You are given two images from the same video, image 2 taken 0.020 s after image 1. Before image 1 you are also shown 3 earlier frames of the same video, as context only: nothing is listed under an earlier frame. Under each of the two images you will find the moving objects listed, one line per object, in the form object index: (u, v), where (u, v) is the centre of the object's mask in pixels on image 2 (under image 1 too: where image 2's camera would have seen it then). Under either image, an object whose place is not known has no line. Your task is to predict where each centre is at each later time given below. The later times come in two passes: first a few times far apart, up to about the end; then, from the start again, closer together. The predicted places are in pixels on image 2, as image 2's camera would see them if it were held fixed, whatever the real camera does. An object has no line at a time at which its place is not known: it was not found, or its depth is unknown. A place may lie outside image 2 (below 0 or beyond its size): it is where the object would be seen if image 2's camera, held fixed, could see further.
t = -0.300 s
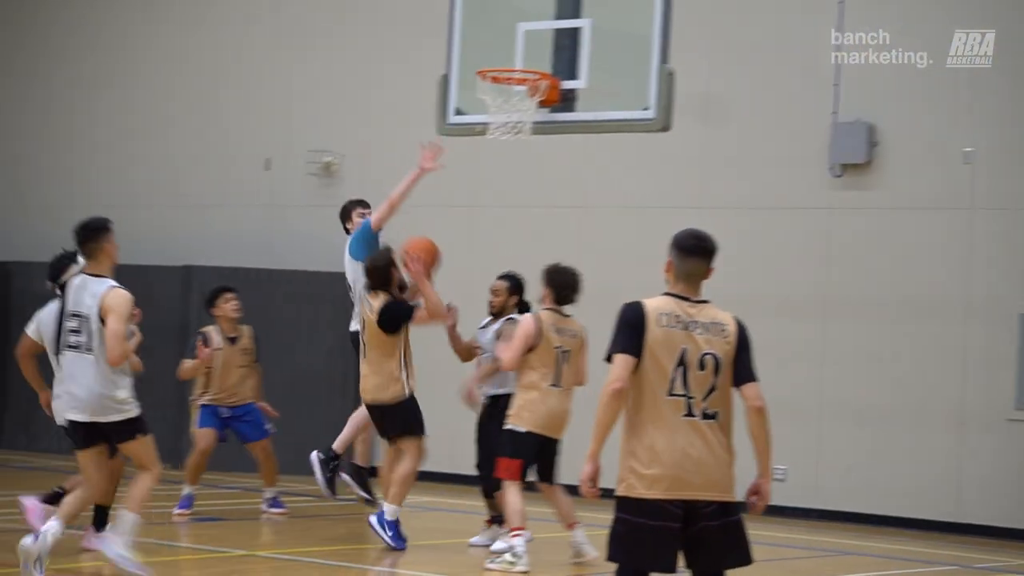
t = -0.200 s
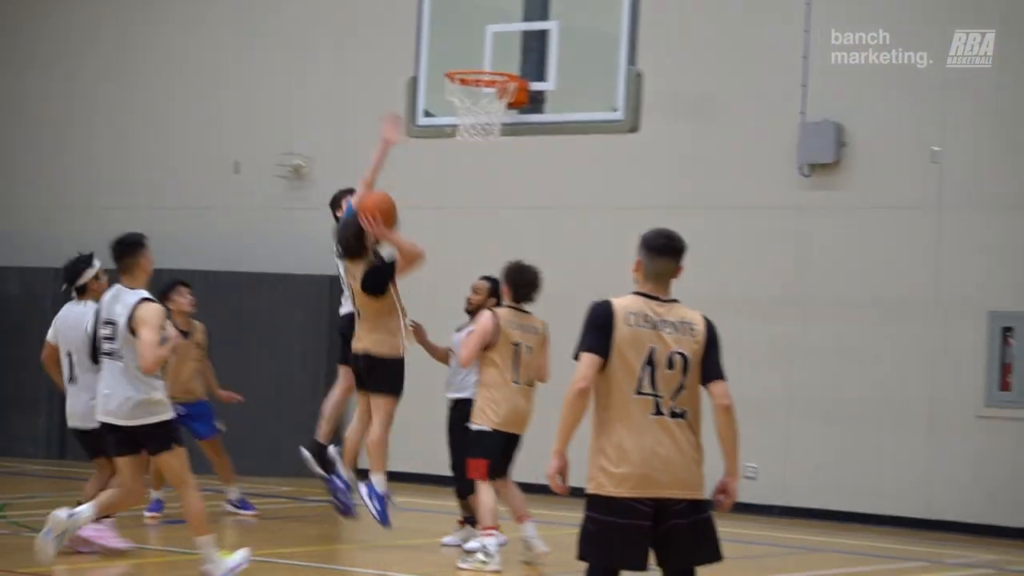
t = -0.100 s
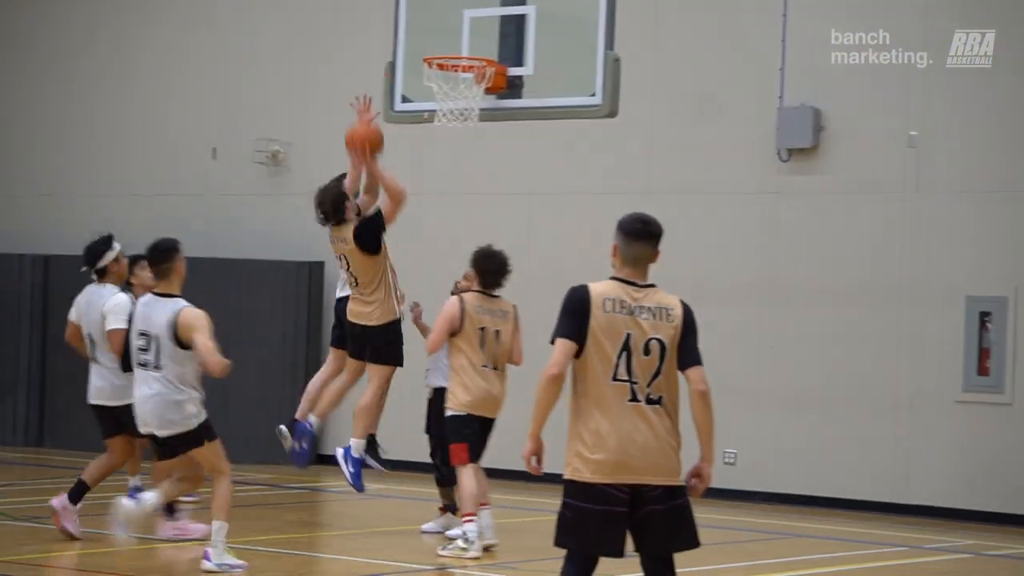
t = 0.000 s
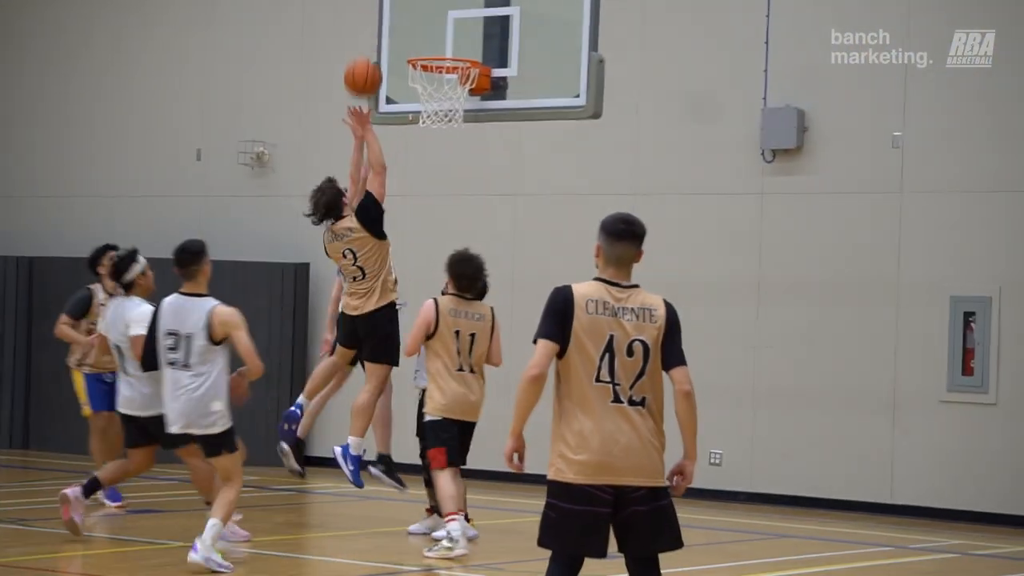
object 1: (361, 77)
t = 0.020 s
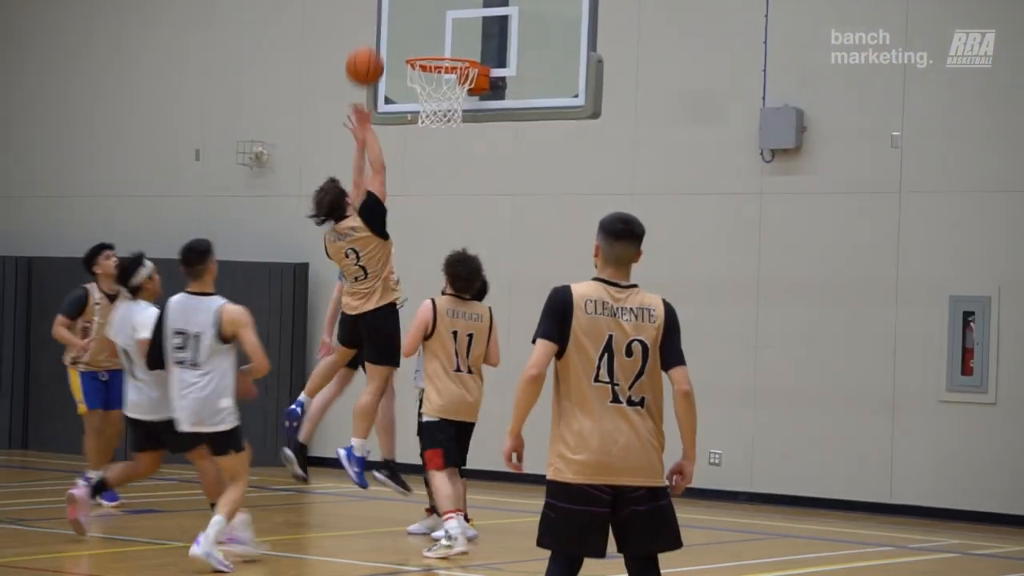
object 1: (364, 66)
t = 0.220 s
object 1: (389, 2)
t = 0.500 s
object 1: (423, 2)
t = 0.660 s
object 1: (438, 45)
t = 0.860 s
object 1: (452, 1)
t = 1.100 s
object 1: (467, 15)
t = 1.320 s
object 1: (478, 31)
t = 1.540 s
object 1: (475, 40)
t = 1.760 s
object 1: (467, 32)
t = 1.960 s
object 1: (455, 68)
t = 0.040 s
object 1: (367, 56)
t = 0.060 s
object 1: (370, 47)
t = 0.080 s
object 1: (374, 38)
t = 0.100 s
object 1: (376, 29)
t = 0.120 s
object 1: (379, 22)
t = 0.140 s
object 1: (381, 15)
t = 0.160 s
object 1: (383, 11)
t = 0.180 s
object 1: (385, 8)
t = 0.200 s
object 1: (388, 5)
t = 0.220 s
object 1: (389, 2)
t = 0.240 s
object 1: (392, 1)
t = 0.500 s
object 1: (423, 2)
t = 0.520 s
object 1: (425, 4)
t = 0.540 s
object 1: (427, 7)
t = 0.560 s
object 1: (429, 12)
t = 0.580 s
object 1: (430, 18)
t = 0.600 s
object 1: (432, 25)
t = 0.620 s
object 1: (434, 33)
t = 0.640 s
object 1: (435, 40)
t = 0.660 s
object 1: (438, 45)
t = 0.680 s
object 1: (439, 43)
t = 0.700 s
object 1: (440, 37)
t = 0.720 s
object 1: (442, 31)
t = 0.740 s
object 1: (443, 24)
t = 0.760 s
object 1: (445, 19)
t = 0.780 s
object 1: (446, 14)
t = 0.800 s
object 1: (448, 10)
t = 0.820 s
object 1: (449, 6)
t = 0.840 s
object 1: (451, 2)
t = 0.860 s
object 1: (452, 1)
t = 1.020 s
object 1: (462, 0)
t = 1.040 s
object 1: (463, 3)
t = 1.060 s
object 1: (465, 7)
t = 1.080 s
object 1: (465, 11)
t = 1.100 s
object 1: (467, 15)
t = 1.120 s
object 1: (469, 21)
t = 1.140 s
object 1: (470, 26)
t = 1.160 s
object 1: (471, 33)
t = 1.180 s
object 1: (473, 39)
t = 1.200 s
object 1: (474, 46)
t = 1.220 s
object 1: (475, 47)
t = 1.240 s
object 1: (477, 44)
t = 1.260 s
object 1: (478, 39)
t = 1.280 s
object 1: (479, 36)
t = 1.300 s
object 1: (478, 33)
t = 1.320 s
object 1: (478, 31)
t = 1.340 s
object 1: (478, 28)
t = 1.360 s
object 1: (478, 26)
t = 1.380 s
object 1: (478, 25)
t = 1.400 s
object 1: (477, 25)
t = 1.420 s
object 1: (477, 25)
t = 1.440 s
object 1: (477, 26)
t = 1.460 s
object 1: (476, 28)
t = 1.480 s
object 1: (476, 30)
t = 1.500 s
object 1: (476, 33)
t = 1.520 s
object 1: (475, 37)
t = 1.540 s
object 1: (475, 40)
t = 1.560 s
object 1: (475, 44)
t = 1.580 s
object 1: (475, 47)
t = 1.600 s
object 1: (474, 44)
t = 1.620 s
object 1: (473, 41)
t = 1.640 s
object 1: (472, 38)
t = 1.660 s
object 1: (471, 36)
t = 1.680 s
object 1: (471, 34)
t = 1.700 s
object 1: (470, 33)
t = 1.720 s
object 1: (469, 32)
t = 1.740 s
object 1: (468, 32)
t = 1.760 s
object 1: (467, 32)
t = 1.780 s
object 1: (466, 33)
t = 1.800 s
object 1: (465, 34)
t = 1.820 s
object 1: (464, 36)
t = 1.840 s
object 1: (463, 38)
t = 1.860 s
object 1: (462, 42)
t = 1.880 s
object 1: (461, 44)
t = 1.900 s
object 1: (460, 46)
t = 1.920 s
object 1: (459, 49)
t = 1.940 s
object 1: (458, 51)
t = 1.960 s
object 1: (455, 68)
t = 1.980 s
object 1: (453, 75)
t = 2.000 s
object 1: (454, 78)
